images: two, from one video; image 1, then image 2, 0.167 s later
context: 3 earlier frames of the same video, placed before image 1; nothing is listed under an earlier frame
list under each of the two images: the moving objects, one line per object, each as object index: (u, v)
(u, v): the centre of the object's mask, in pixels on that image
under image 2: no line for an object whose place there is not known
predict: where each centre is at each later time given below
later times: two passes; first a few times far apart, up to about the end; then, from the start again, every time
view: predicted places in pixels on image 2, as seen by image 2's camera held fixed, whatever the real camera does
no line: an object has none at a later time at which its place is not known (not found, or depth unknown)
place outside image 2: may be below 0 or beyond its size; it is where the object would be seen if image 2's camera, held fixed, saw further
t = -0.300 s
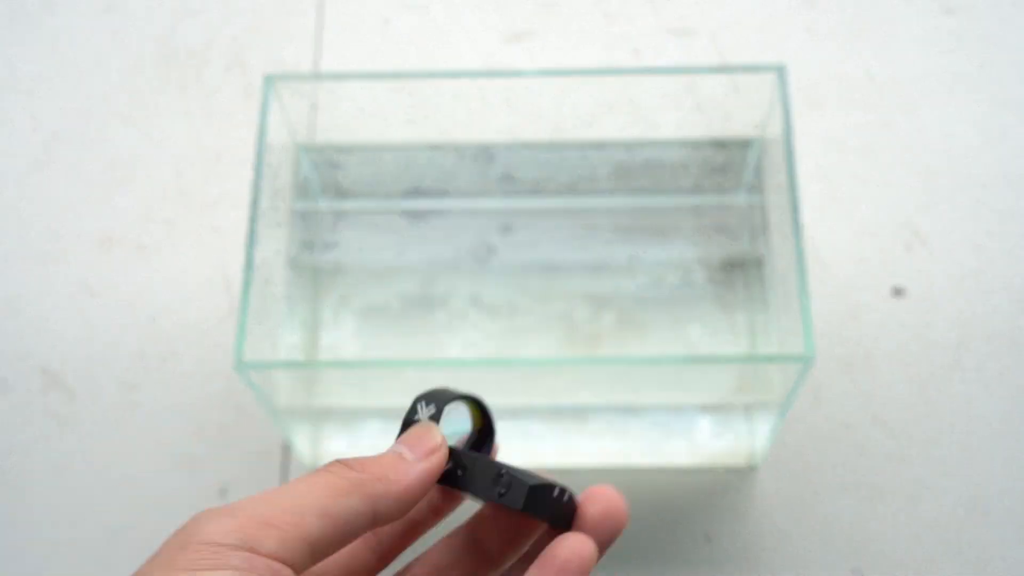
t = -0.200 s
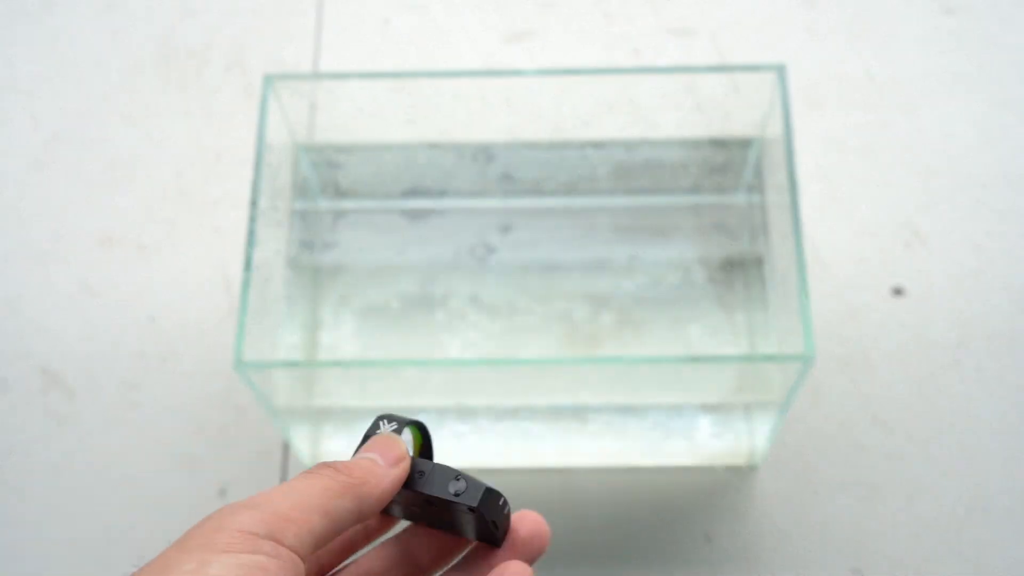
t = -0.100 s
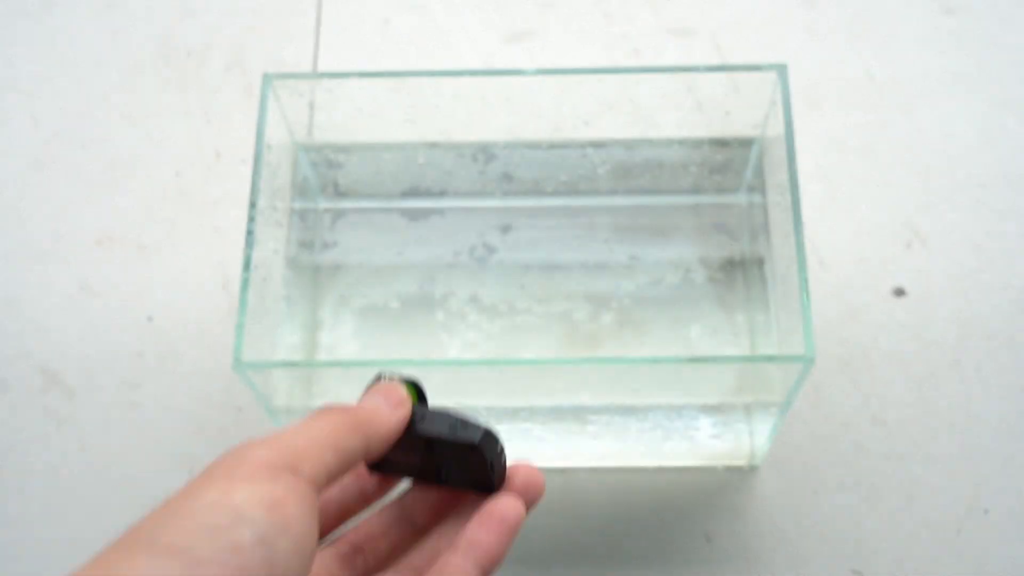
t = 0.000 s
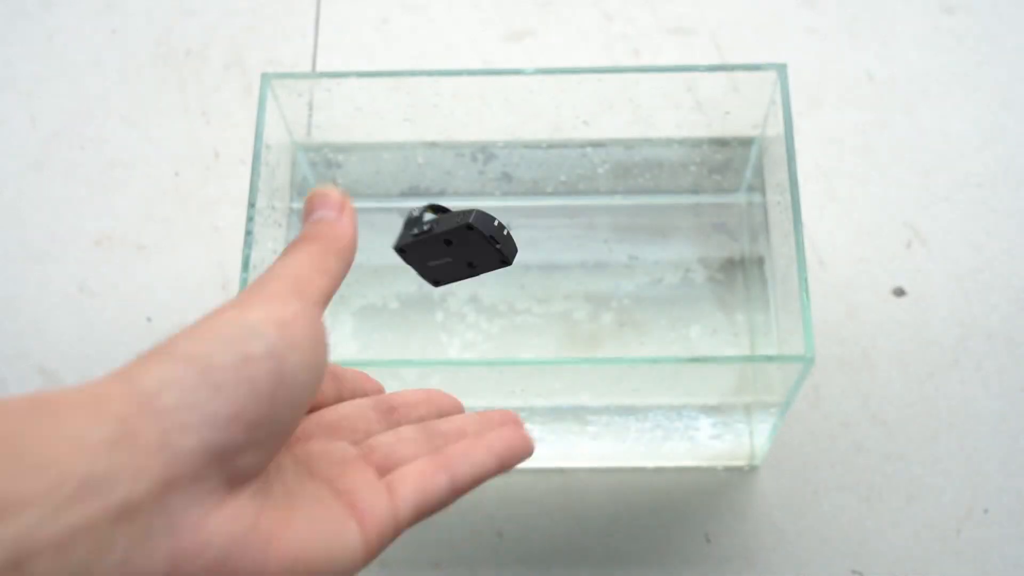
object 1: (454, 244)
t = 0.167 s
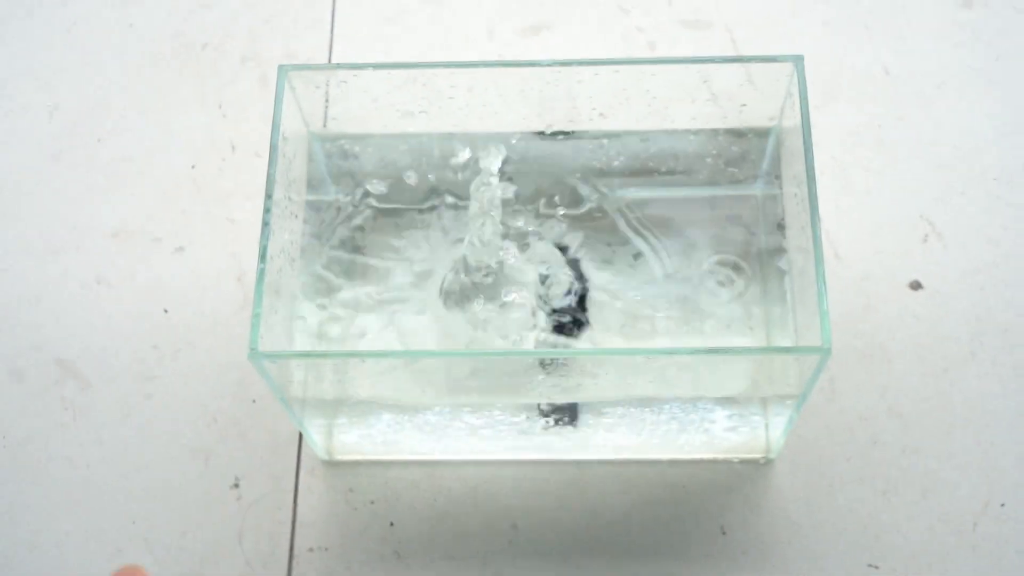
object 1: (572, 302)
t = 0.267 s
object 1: (562, 279)
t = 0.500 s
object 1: (560, 280)
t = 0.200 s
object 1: (582, 291)
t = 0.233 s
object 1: (565, 296)
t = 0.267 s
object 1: (562, 279)
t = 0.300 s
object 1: (563, 288)
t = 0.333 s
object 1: (566, 295)
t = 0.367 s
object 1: (568, 280)
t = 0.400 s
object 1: (557, 277)
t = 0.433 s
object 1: (565, 290)
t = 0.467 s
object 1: (561, 284)
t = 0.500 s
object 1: (560, 280)
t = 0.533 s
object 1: (563, 286)
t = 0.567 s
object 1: (562, 282)
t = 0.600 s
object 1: (550, 288)
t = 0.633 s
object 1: (560, 288)
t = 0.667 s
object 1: (565, 276)
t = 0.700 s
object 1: (560, 280)
